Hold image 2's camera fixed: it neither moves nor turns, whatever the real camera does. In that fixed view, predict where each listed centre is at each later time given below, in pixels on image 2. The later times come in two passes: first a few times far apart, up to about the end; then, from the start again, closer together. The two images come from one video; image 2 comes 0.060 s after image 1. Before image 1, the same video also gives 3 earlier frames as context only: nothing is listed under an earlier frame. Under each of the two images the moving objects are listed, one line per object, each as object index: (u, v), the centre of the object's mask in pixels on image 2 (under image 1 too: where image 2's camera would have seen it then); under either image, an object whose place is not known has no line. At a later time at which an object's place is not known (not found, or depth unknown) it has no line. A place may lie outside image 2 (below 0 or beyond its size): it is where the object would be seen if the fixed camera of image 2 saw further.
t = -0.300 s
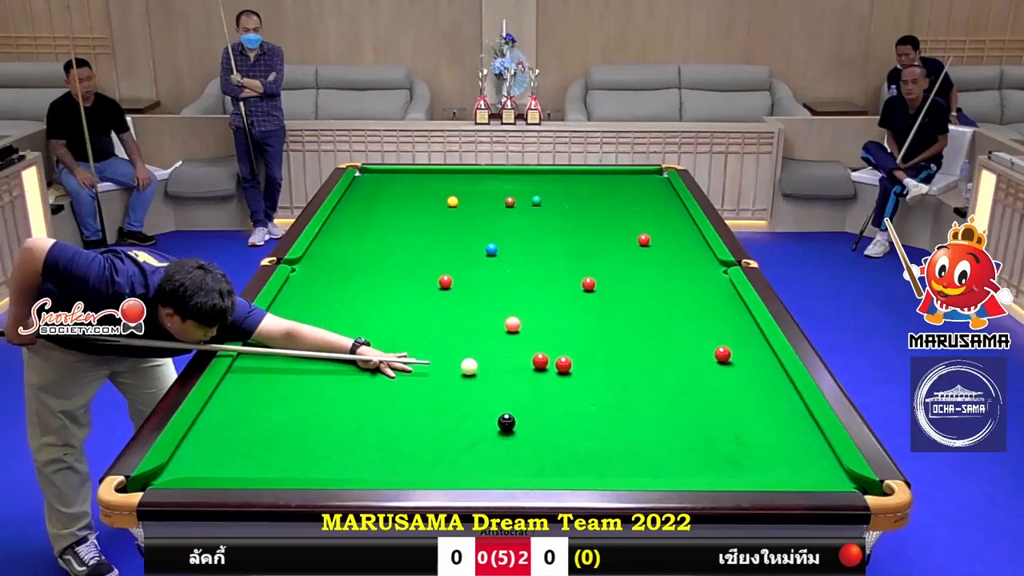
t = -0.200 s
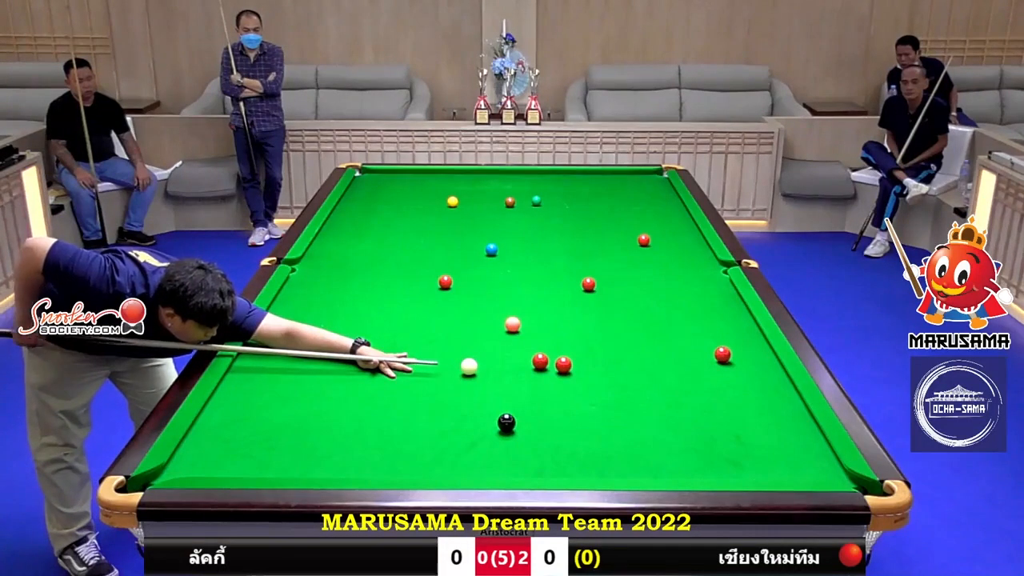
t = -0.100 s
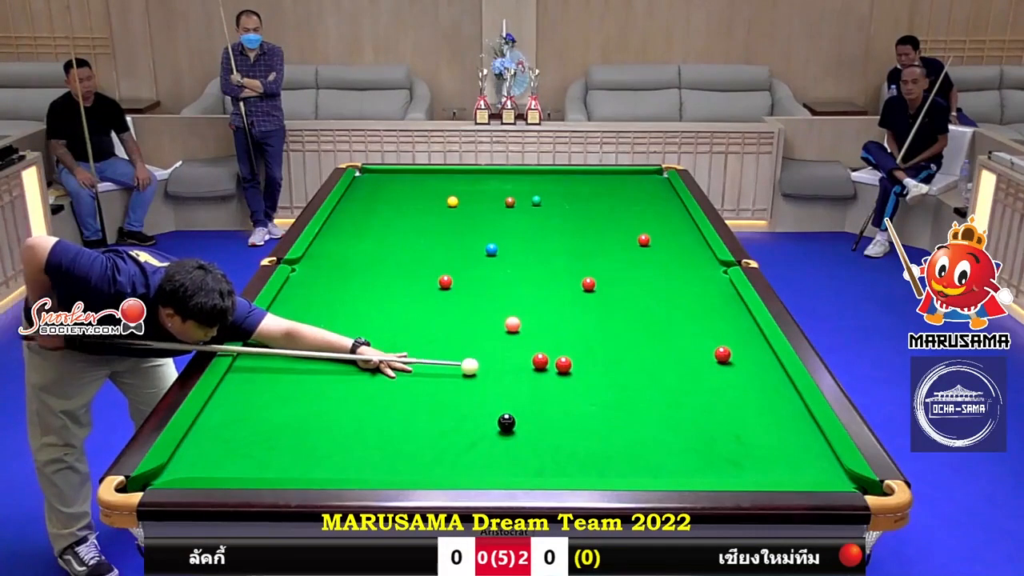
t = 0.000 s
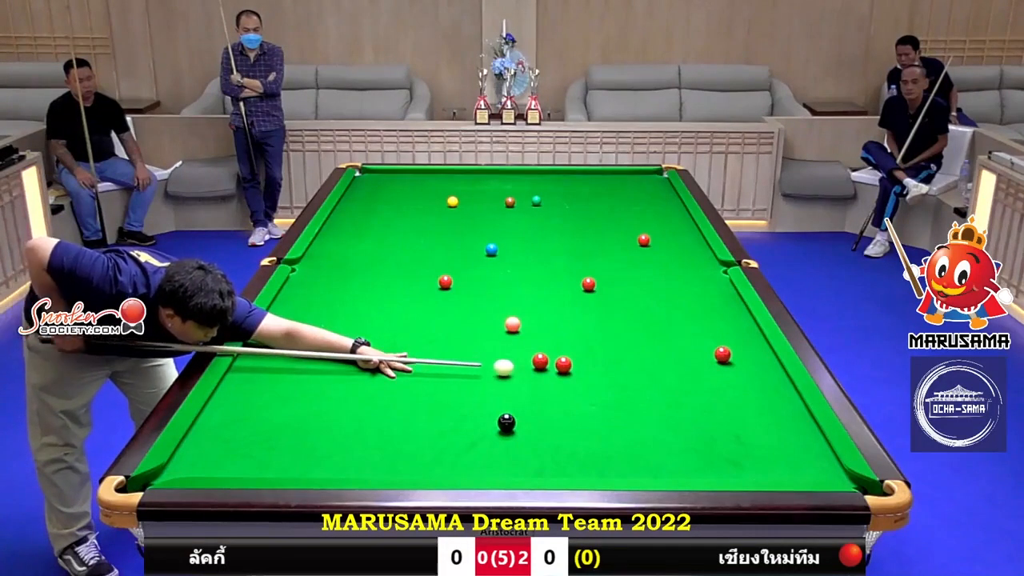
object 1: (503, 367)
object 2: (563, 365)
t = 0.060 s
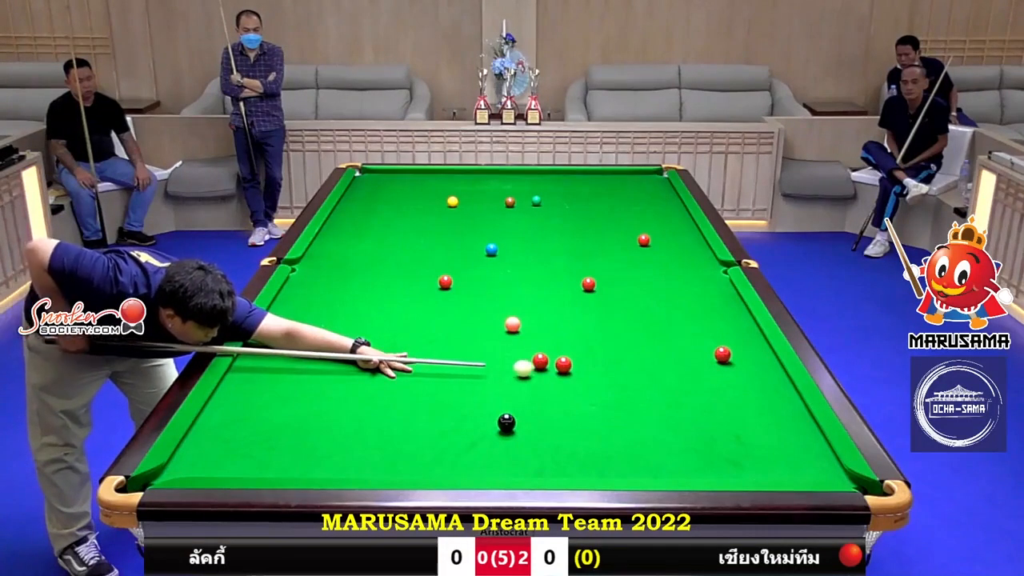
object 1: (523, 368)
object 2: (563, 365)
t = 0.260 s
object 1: (580, 376)
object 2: (573, 360)
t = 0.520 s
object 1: (646, 390)
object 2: (590, 352)
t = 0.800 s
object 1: (719, 406)
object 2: (607, 345)
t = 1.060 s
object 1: (789, 422)
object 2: (620, 338)
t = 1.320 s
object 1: (785, 434)
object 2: (632, 332)
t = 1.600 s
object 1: (748, 446)
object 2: (643, 327)
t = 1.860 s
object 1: (714, 456)
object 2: (652, 323)
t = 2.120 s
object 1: (680, 466)
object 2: (660, 319)
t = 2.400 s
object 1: (644, 473)
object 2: (666, 316)
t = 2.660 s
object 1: (616, 471)
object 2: (671, 313)
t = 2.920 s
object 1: (590, 468)
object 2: (675, 312)
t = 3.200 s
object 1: (566, 463)
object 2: (678, 310)
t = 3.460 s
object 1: (545, 460)
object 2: (680, 310)
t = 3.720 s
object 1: (528, 457)
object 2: (680, 310)
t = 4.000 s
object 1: (512, 454)
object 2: (680, 310)
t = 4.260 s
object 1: (500, 452)
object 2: (680, 310)
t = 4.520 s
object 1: (491, 450)
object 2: (680, 310)
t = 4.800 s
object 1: (483, 449)
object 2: (680, 310)
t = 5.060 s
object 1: (479, 448)
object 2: (680, 310)
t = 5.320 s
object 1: (476, 448)
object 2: (680, 310)
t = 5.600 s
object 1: (476, 448)
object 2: (680, 310)
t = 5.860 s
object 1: (476, 448)
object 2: (680, 310)
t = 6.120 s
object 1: (476, 448)
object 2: (680, 310)
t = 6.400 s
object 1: (476, 448)
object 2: (680, 310)
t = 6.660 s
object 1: (476, 448)
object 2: (680, 310)
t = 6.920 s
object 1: (476, 448)
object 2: (680, 310)
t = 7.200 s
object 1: (476, 448)
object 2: (680, 310)
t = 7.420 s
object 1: (476, 448)
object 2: (680, 310)
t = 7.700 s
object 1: (476, 448)
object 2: (680, 310)
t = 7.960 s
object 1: (476, 448)
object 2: (680, 310)
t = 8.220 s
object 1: (476, 448)
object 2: (680, 310)
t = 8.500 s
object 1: (476, 448)
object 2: (680, 310)
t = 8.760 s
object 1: (476, 448)
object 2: (680, 310)
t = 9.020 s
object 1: (476, 448)
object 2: (680, 310)
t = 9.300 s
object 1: (476, 448)
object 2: (680, 310)
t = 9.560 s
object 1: (476, 448)
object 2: (680, 310)
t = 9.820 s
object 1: (476, 448)
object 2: (680, 310)
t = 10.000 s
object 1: (476, 448)
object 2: (680, 310)
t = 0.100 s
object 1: (536, 369)
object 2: (563, 365)
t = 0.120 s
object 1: (543, 369)
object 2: (563, 365)
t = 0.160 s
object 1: (556, 370)
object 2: (566, 363)
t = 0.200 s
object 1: (565, 373)
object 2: (569, 360)
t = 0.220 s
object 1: (570, 374)
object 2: (570, 360)
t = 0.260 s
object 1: (580, 376)
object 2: (573, 360)
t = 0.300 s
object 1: (590, 378)
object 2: (576, 359)
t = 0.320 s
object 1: (595, 379)
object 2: (577, 359)
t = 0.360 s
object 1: (605, 381)
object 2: (580, 357)
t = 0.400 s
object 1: (615, 384)
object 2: (582, 356)
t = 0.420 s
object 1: (620, 385)
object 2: (584, 355)
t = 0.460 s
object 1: (630, 387)
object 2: (586, 354)
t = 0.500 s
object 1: (641, 389)
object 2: (589, 353)
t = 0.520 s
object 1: (646, 390)
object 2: (590, 352)
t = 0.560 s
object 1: (656, 392)
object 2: (593, 351)
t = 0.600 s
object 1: (666, 395)
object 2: (595, 350)
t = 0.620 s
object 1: (672, 396)
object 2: (596, 349)
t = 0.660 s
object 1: (682, 398)
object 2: (599, 348)
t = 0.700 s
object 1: (693, 400)
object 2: (601, 347)
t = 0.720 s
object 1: (698, 402)
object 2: (602, 347)
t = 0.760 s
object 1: (709, 404)
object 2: (605, 346)
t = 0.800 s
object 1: (719, 406)
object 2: (607, 345)
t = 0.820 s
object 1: (725, 407)
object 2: (608, 344)
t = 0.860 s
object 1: (735, 410)
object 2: (610, 343)
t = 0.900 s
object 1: (746, 412)
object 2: (612, 342)
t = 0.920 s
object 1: (751, 413)
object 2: (613, 341)
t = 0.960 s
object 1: (762, 416)
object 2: (615, 341)
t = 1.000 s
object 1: (773, 418)
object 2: (617, 340)
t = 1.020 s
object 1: (778, 419)
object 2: (618, 339)
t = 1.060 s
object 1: (789, 422)
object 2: (620, 338)
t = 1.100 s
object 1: (799, 424)
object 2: (622, 337)
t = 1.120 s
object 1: (805, 425)
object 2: (623, 337)
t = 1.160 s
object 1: (808, 427)
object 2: (625, 336)
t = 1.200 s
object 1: (801, 429)
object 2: (627, 335)
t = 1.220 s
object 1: (799, 430)
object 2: (628, 335)
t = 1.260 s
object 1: (793, 431)
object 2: (630, 334)
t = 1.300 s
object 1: (788, 433)
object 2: (631, 333)
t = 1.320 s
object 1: (785, 434)
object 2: (632, 332)
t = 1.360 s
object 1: (780, 436)
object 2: (634, 332)
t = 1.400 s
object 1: (775, 437)
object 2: (636, 331)
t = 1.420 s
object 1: (772, 438)
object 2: (636, 330)
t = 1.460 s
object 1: (767, 439)
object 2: (638, 330)
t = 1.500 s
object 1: (761, 441)
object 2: (640, 329)
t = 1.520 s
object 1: (759, 442)
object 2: (641, 328)
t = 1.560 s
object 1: (753, 444)
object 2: (642, 328)
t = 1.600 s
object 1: (748, 446)
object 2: (643, 327)
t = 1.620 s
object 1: (746, 446)
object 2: (644, 327)
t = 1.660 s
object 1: (740, 448)
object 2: (645, 326)
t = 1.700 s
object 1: (735, 449)
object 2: (647, 325)
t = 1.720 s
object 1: (732, 450)
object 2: (647, 325)
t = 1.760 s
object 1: (727, 452)
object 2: (649, 324)
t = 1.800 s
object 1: (722, 453)
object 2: (650, 324)
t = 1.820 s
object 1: (719, 454)
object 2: (651, 324)
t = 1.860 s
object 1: (714, 456)
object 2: (652, 323)
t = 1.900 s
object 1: (709, 457)
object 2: (653, 322)
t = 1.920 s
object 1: (706, 458)
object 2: (654, 322)
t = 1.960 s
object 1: (701, 460)
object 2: (655, 321)
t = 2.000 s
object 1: (696, 461)
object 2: (656, 321)
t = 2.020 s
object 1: (693, 462)
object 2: (657, 320)
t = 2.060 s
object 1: (688, 463)
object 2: (658, 320)
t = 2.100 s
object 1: (683, 465)
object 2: (659, 319)
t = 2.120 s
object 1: (680, 466)
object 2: (660, 319)
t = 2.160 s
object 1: (675, 467)
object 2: (661, 318)
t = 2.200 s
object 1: (670, 468)
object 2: (662, 318)
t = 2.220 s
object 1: (668, 469)
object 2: (662, 318)
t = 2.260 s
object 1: (662, 469)
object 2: (663, 317)
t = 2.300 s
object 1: (657, 470)
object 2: (664, 317)
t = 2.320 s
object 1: (655, 471)
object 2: (664, 316)
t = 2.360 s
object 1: (650, 472)
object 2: (665, 316)
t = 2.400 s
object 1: (644, 473)
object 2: (666, 316)
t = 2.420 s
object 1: (642, 473)
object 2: (667, 315)
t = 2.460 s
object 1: (637, 474)
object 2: (667, 315)
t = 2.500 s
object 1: (633, 473)
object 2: (668, 315)
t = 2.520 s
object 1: (631, 473)
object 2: (669, 315)
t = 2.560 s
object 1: (626, 472)
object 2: (669, 314)
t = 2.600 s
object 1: (622, 471)
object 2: (670, 314)
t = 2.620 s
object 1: (620, 471)
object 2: (670, 314)
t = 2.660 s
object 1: (616, 471)
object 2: (671, 313)
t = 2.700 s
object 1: (612, 470)
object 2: (672, 313)
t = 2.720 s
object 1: (610, 470)
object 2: (672, 313)
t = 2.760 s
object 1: (606, 469)
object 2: (672, 313)
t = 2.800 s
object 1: (602, 469)
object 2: (673, 312)
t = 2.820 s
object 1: (600, 469)
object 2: (674, 312)
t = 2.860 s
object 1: (596, 468)
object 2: (674, 312)
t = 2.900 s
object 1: (592, 468)
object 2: (674, 312)
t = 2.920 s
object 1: (590, 468)
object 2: (675, 312)
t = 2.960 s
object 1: (587, 467)
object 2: (675, 311)
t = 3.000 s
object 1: (583, 467)
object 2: (676, 311)
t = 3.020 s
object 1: (581, 467)
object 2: (676, 311)
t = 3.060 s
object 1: (578, 466)
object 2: (676, 311)
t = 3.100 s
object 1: (574, 465)
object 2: (677, 311)
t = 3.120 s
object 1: (572, 465)
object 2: (677, 311)
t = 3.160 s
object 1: (569, 464)
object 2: (677, 310)
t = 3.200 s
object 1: (566, 463)
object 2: (678, 310)
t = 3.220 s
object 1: (564, 463)
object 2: (678, 310)
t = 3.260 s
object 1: (561, 463)
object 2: (678, 310)
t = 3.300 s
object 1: (558, 462)
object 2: (679, 310)
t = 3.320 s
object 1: (556, 462)
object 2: (679, 310)
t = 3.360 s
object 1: (553, 461)
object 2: (679, 310)
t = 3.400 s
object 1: (550, 461)
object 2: (679, 310)
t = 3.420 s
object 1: (549, 461)
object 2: (679, 310)
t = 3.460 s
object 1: (545, 460)
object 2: (680, 310)
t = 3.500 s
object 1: (543, 460)
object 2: (680, 310)
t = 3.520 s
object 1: (541, 459)
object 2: (680, 310)
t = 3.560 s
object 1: (539, 459)
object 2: (680, 310)
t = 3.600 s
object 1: (536, 458)
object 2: (680, 310)
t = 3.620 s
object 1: (534, 458)
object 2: (680, 310)
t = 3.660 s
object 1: (532, 458)
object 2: (680, 310)
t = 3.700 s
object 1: (530, 457)
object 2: (680, 310)
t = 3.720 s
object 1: (528, 457)
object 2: (680, 310)
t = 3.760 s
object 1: (526, 456)
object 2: (680, 310)
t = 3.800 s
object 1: (523, 456)
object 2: (680, 310)
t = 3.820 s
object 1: (522, 456)
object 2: (680, 310)
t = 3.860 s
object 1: (520, 455)
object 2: (680, 310)
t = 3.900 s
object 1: (518, 455)
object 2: (680, 310)
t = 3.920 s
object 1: (517, 455)
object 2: (680, 310)
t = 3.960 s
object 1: (514, 454)
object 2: (680, 310)
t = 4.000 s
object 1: (512, 454)
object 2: (680, 310)
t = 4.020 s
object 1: (511, 454)
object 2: (680, 310)
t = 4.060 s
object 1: (509, 454)
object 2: (680, 310)
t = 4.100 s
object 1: (507, 453)
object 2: (680, 310)
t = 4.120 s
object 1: (507, 453)
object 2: (680, 310)
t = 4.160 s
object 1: (505, 453)
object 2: (680, 310)
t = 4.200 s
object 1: (503, 452)
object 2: (680, 310)
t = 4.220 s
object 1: (502, 452)
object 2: (680, 310)
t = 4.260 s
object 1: (500, 452)
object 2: (680, 310)
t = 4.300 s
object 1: (499, 452)
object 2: (680, 310)
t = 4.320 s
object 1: (498, 451)
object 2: (680, 310)
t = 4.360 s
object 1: (497, 451)
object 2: (680, 310)
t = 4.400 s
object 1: (495, 451)
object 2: (680, 310)
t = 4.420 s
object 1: (495, 451)
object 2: (680, 310)
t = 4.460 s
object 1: (493, 450)
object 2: (680, 310)
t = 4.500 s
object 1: (492, 450)
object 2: (680, 310)
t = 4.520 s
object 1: (491, 450)
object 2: (680, 310)
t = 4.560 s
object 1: (490, 450)
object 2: (680, 310)
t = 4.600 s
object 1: (489, 450)
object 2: (680, 310)
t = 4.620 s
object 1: (488, 450)
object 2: (680, 310)
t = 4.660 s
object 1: (487, 450)
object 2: (680, 310)
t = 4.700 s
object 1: (486, 449)
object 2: (680, 310)
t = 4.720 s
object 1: (485, 449)
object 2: (680, 310)
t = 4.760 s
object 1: (484, 449)
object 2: (680, 310)
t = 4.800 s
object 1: (483, 449)
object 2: (680, 310)
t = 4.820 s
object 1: (483, 449)
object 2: (680, 310)
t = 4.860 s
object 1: (482, 449)
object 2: (680, 310)
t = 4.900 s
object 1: (481, 449)
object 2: (680, 310)
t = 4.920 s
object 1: (481, 449)
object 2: (680, 310)
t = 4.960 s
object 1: (480, 449)
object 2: (680, 310)
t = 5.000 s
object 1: (479, 449)
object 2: (680, 310)
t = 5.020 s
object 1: (479, 449)
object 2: (680, 310)
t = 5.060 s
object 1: (479, 448)
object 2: (680, 310)
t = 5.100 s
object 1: (478, 448)
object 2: (680, 310)
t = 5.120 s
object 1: (478, 448)
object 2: (680, 310)
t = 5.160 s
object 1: (477, 448)
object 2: (680, 310)
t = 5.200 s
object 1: (477, 448)
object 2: (680, 310)
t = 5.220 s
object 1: (477, 448)
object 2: (680, 310)
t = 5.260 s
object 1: (476, 448)
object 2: (680, 310)
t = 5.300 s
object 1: (476, 448)
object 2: (680, 310)
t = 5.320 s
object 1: (476, 448)
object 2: (680, 310)
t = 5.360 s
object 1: (476, 448)
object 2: (680, 310)
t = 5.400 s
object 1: (476, 448)
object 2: (680, 310)
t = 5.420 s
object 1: (476, 448)
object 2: (680, 310)
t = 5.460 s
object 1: (476, 448)
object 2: (680, 310)
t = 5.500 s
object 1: (476, 448)
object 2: (680, 310)
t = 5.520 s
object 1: (476, 448)
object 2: (680, 310)
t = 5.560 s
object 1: (476, 448)
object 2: (680, 310)
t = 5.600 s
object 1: (476, 448)
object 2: (680, 310)
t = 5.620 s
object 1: (476, 448)
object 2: (680, 310)
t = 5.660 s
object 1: (476, 448)
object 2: (680, 310)
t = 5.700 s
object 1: (476, 448)
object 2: (680, 310)
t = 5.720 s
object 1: (476, 448)
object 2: (680, 310)
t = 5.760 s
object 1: (476, 448)
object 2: (680, 310)
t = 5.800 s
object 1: (476, 448)
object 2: (680, 310)
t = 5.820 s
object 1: (476, 448)
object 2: (680, 310)
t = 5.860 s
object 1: (476, 448)
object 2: (680, 310)
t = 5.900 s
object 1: (476, 448)
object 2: (680, 310)
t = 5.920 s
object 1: (476, 448)
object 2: (680, 310)
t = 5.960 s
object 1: (476, 448)
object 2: (680, 310)
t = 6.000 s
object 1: (476, 448)
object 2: (680, 310)
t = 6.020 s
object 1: (476, 448)
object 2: (680, 310)
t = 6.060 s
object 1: (476, 448)
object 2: (680, 310)
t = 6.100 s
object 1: (476, 448)
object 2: (680, 310)
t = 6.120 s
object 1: (476, 448)
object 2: (680, 310)
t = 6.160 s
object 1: (476, 448)
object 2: (680, 310)
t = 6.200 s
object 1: (476, 448)
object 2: (680, 310)
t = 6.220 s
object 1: (476, 448)
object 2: (680, 310)
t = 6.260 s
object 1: (476, 448)
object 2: (680, 310)
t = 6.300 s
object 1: (476, 448)
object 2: (680, 310)
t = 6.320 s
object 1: (476, 448)
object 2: (680, 310)
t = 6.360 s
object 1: (476, 448)
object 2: (680, 310)
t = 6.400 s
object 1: (476, 448)
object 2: (680, 310)
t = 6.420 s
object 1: (476, 448)
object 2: (680, 310)
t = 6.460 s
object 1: (476, 448)
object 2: (680, 310)
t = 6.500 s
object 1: (476, 448)
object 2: (680, 310)
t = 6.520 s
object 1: (476, 448)
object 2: (680, 310)
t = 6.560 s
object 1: (476, 448)
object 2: (680, 310)
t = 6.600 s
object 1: (476, 448)
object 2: (680, 310)
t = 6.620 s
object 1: (476, 448)
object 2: (680, 310)
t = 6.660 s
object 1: (476, 448)
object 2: (680, 310)
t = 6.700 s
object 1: (476, 448)
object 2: (680, 310)
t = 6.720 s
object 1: (476, 448)
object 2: (680, 310)
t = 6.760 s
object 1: (476, 448)
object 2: (680, 310)
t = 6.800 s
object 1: (476, 448)
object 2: (680, 310)
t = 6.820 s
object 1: (476, 448)
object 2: (680, 310)
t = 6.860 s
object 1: (476, 448)
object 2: (680, 310)
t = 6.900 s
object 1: (476, 448)
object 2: (680, 310)
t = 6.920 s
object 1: (476, 448)
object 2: (680, 310)
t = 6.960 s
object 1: (476, 448)
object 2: (680, 310)
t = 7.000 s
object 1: (476, 448)
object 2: (680, 310)
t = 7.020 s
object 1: (476, 448)
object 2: (680, 310)
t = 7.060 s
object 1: (476, 448)
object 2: (680, 310)
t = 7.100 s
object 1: (476, 448)
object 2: (680, 310)
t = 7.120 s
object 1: (476, 448)
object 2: (680, 310)
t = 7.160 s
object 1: (476, 448)
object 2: (680, 310)
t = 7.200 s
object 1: (476, 448)
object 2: (680, 310)
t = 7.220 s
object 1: (476, 448)
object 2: (680, 310)
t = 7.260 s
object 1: (476, 448)
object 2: (680, 310)
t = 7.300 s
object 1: (476, 448)
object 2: (680, 310)
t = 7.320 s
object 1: (476, 448)
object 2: (680, 310)
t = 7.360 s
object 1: (476, 448)
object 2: (680, 310)
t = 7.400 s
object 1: (476, 448)
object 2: (680, 310)
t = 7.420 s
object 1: (476, 448)
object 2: (680, 310)
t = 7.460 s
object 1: (476, 448)
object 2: (680, 310)
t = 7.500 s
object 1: (476, 448)
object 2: (680, 310)
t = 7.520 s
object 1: (476, 448)
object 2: (680, 310)
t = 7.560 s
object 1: (476, 448)
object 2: (680, 310)
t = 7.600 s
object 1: (476, 448)
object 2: (680, 310)
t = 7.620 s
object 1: (476, 448)
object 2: (680, 310)
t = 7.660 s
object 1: (476, 448)
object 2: (680, 310)
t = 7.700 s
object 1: (476, 448)
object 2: (680, 310)
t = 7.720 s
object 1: (476, 448)
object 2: (680, 310)
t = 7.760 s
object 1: (476, 448)
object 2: (680, 310)
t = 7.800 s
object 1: (476, 448)
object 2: (680, 310)
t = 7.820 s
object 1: (476, 448)
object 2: (680, 310)
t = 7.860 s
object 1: (476, 448)
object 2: (680, 310)
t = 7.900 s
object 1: (476, 448)
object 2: (680, 310)
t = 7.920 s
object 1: (476, 448)
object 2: (680, 310)
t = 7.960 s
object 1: (476, 448)
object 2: (680, 310)
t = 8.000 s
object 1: (476, 448)
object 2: (680, 310)
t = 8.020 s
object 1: (476, 448)
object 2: (680, 310)
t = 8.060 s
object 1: (476, 448)
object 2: (680, 310)
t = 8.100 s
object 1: (476, 448)
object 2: (680, 310)
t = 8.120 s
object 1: (476, 448)
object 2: (680, 310)
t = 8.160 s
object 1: (476, 448)
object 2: (680, 310)
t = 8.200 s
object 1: (476, 448)
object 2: (680, 310)
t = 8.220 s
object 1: (476, 448)
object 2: (680, 310)
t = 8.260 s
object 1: (476, 448)
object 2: (680, 310)
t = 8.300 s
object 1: (476, 448)
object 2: (680, 310)
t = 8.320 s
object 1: (476, 448)
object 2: (680, 310)
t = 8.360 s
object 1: (476, 448)
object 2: (680, 310)
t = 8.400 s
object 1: (476, 448)
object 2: (680, 310)
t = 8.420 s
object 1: (476, 448)
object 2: (680, 310)
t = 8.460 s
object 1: (476, 448)
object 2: (680, 310)
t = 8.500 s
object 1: (476, 448)
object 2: (680, 310)
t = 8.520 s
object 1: (476, 448)
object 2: (680, 310)
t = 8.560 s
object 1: (476, 448)
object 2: (680, 310)
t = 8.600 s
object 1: (476, 448)
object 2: (680, 310)
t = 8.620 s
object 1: (476, 448)
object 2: (680, 310)
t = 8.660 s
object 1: (476, 448)
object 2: (680, 310)
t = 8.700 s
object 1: (476, 448)
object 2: (680, 310)
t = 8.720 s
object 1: (476, 448)
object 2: (680, 310)
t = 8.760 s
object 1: (476, 448)
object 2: (680, 310)
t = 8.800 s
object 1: (476, 448)
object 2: (680, 310)
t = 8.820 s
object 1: (476, 448)
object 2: (680, 310)
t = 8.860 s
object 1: (476, 448)
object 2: (680, 310)
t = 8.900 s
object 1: (476, 448)
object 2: (680, 310)
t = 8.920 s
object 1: (476, 448)
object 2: (680, 310)
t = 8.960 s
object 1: (476, 448)
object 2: (680, 310)
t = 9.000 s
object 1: (476, 448)
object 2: (680, 310)
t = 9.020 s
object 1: (476, 448)
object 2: (680, 310)
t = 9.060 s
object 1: (476, 448)
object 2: (680, 310)
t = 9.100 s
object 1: (476, 448)
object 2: (680, 310)
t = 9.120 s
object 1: (476, 448)
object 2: (680, 310)
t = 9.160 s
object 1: (476, 448)
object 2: (680, 310)
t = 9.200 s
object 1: (476, 448)
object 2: (680, 310)
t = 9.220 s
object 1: (476, 448)
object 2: (680, 310)
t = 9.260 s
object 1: (476, 448)
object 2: (680, 310)
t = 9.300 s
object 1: (476, 448)
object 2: (680, 310)
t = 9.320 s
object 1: (476, 448)
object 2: (680, 310)
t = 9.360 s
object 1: (476, 448)
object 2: (680, 310)
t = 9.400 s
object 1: (476, 448)
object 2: (680, 310)
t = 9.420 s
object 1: (476, 448)
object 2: (680, 310)
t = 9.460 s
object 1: (476, 448)
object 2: (680, 310)
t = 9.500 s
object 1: (476, 448)
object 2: (680, 310)
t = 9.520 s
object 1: (476, 448)
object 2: (680, 310)
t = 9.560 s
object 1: (476, 448)
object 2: (680, 310)
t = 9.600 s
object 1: (476, 448)
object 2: (680, 310)
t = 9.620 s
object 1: (476, 448)
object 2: (680, 310)
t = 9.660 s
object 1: (476, 448)
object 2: (680, 310)
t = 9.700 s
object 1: (476, 448)
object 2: (680, 310)
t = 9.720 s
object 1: (476, 448)
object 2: (680, 310)
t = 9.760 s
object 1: (476, 448)
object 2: (680, 310)
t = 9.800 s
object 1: (476, 448)
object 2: (680, 310)
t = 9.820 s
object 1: (476, 448)
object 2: (680, 310)
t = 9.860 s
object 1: (476, 448)
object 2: (680, 310)
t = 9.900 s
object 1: (476, 448)
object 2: (680, 310)
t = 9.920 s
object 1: (476, 448)
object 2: (680, 310)
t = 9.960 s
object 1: (476, 448)
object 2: (680, 310)
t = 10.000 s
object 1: (476, 448)
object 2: (680, 310)
